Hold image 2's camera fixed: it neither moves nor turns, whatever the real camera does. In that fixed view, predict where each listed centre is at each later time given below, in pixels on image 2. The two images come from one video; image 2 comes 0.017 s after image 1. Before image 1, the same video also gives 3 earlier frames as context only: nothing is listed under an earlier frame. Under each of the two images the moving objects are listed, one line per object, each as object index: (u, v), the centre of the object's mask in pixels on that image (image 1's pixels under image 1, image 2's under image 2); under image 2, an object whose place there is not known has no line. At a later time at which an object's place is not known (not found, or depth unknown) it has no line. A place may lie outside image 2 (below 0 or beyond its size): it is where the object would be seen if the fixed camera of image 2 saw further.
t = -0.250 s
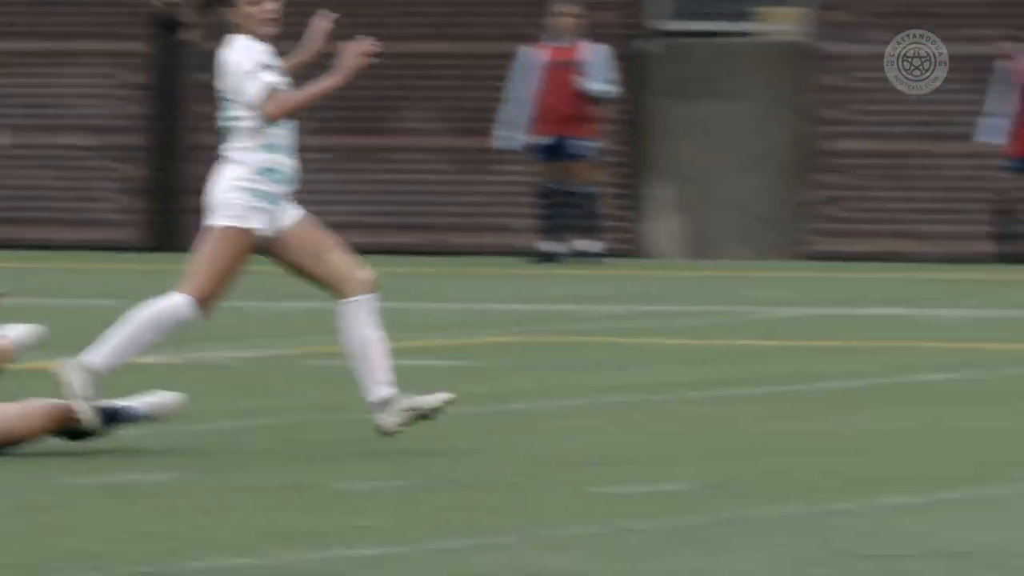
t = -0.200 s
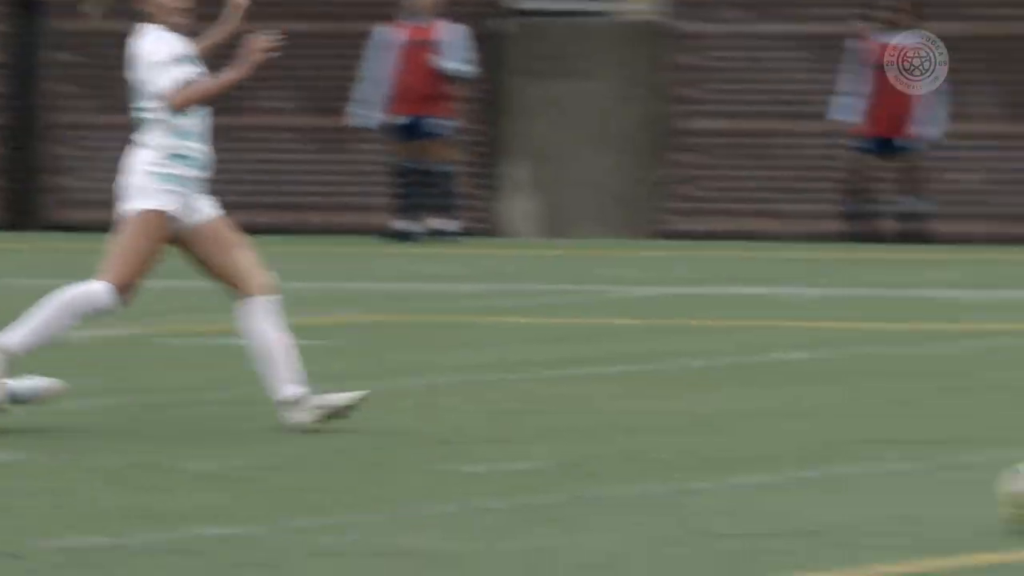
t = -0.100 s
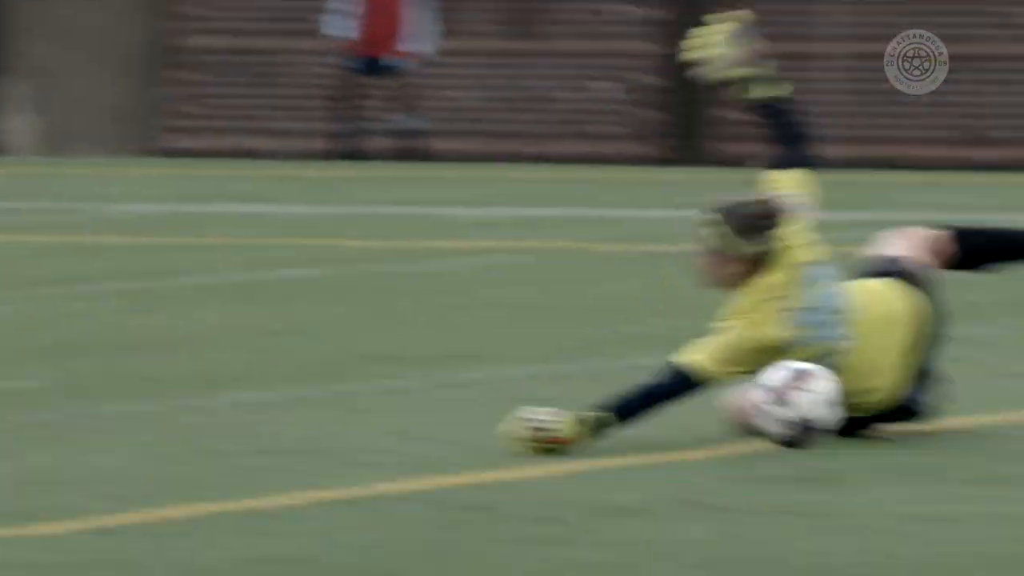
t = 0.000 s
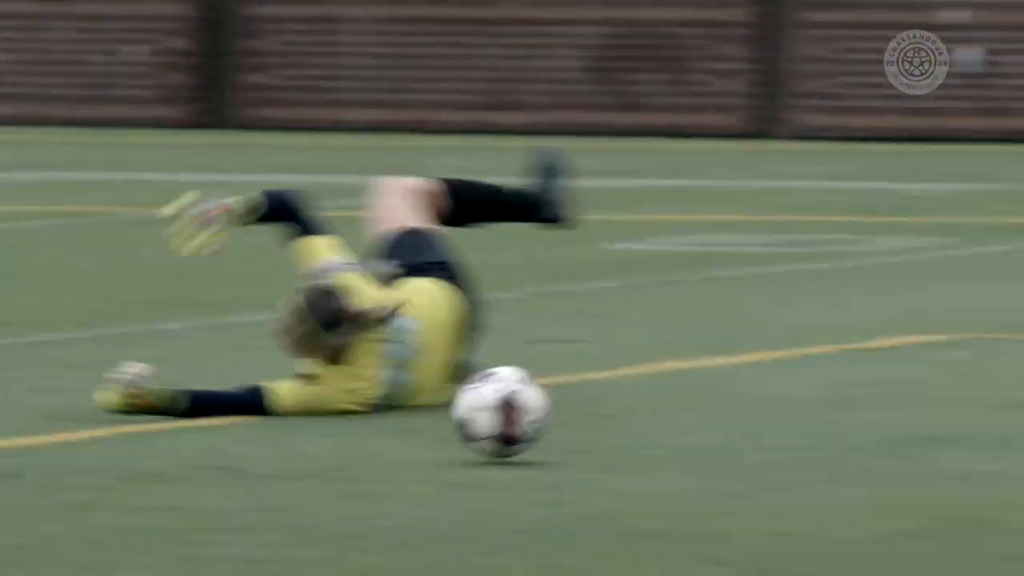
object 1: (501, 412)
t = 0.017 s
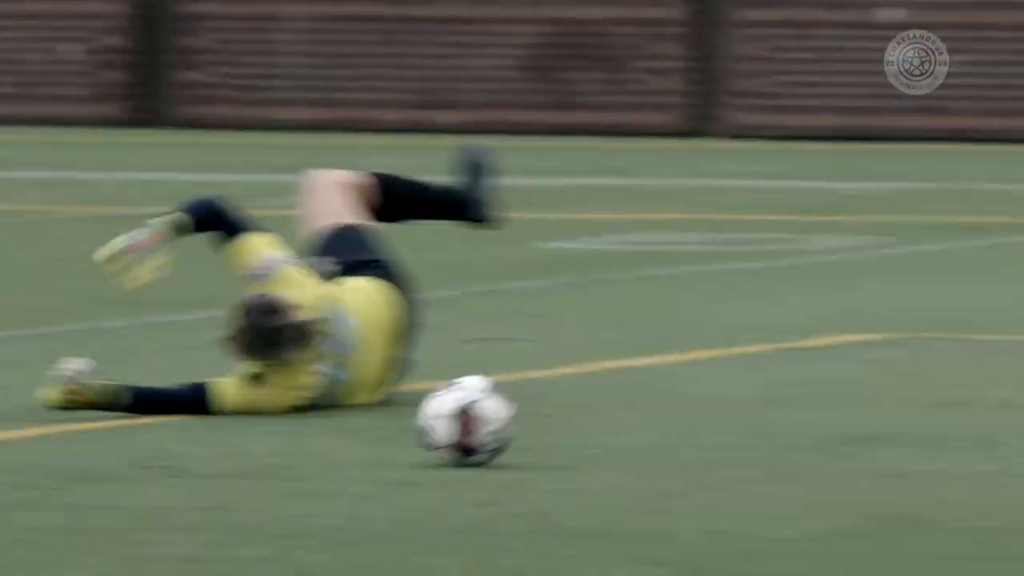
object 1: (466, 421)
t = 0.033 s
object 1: (493, 422)
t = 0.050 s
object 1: (521, 417)
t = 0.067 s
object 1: (548, 413)
